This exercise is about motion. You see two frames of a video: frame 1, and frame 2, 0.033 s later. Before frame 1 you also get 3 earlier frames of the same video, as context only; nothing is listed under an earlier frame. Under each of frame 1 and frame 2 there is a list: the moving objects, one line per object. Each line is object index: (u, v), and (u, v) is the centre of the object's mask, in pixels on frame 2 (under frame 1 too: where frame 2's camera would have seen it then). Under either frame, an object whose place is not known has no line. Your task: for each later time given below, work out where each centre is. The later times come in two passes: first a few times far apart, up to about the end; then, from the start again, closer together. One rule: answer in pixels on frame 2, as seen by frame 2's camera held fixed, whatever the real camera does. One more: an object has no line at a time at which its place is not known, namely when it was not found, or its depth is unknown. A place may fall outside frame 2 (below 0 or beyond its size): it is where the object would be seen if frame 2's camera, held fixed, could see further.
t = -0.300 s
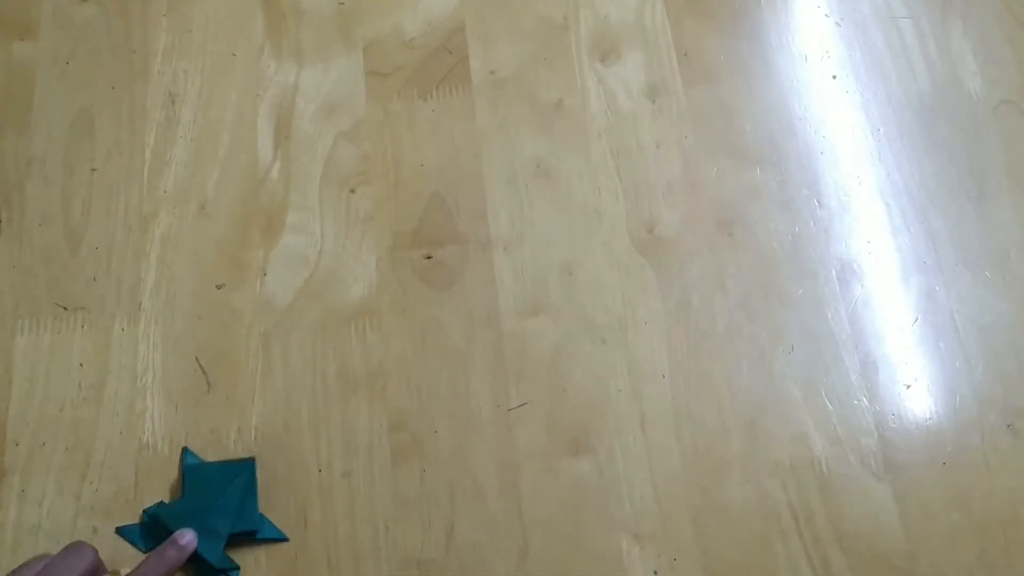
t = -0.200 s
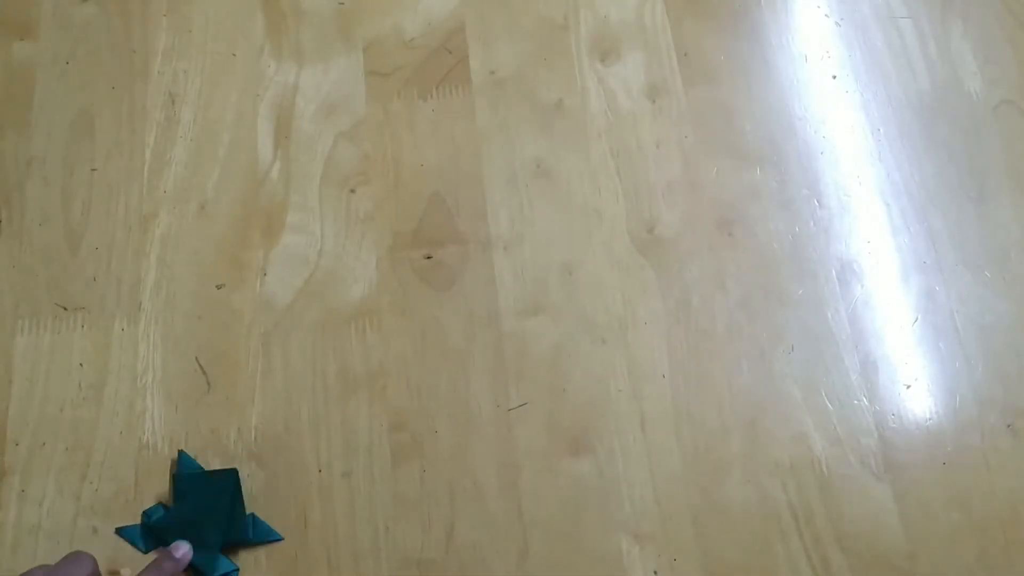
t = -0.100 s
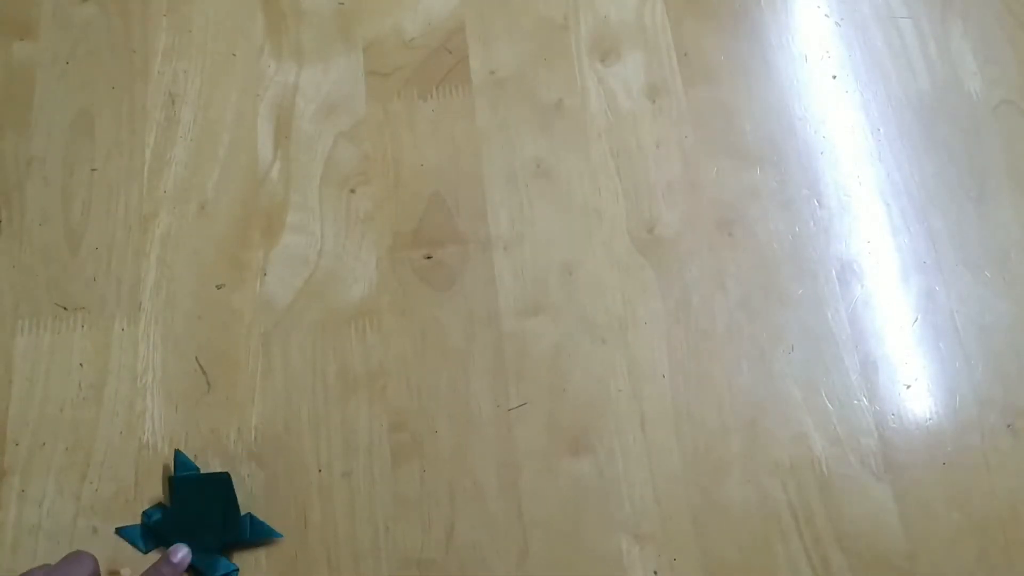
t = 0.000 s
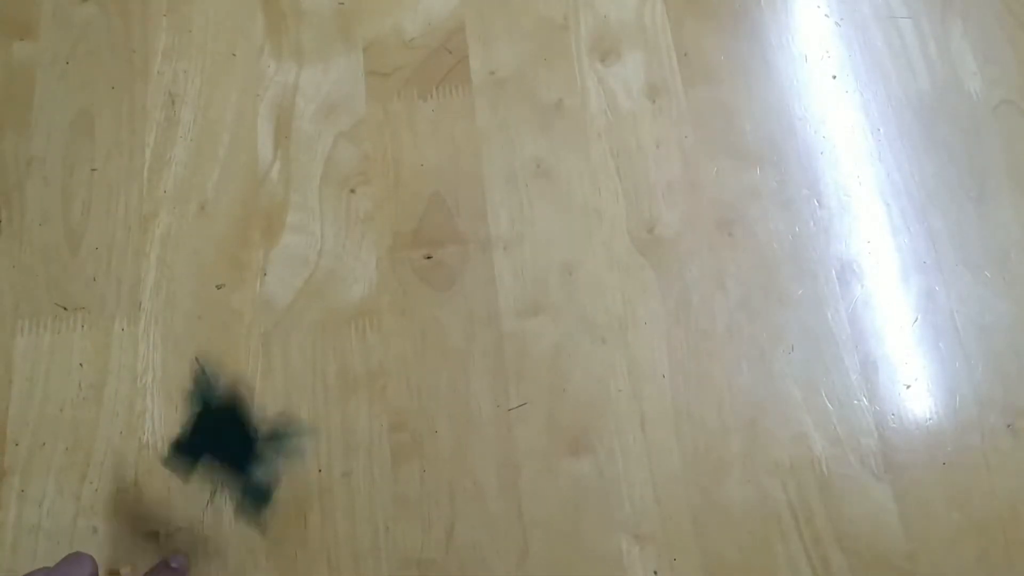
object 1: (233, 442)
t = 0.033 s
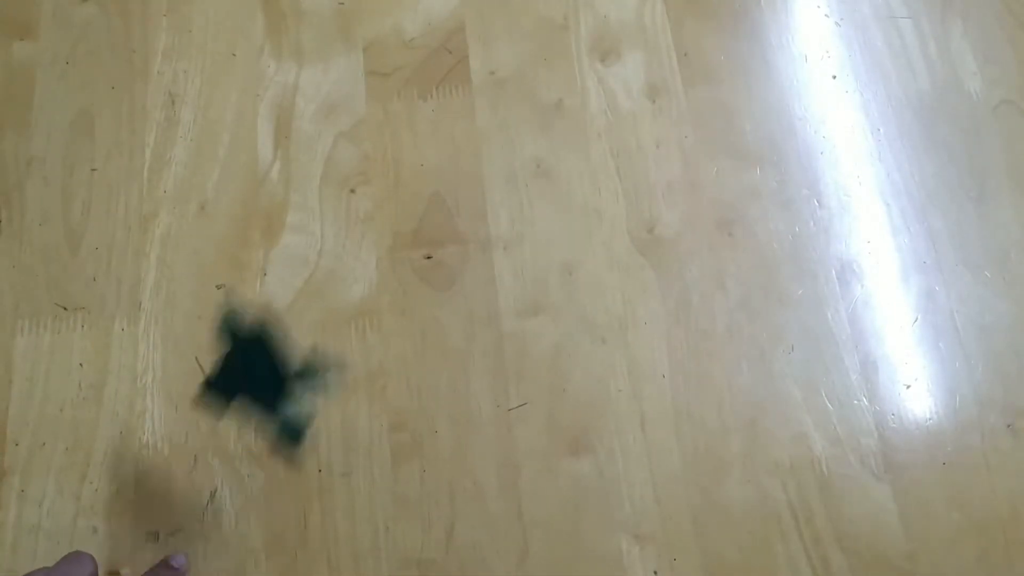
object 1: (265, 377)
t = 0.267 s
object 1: (507, 130)
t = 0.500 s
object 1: (556, 110)
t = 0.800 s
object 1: (556, 110)
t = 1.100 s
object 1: (556, 110)
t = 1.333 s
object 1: (556, 110)
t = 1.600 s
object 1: (556, 111)
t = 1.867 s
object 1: (556, 110)
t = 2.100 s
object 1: (556, 111)
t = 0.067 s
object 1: (300, 318)
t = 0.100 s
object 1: (332, 268)
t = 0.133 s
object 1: (399, 203)
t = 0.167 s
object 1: (430, 193)
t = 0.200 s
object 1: (456, 173)
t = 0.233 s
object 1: (483, 145)
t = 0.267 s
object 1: (507, 130)
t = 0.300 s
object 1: (526, 119)
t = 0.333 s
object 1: (542, 114)
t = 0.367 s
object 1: (554, 114)
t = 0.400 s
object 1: (556, 114)
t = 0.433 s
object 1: (555, 108)
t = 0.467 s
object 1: (556, 110)
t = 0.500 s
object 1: (556, 110)
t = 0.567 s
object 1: (556, 110)
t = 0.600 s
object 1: (556, 110)
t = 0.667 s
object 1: (556, 110)
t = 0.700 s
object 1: (556, 110)
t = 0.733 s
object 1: (556, 110)
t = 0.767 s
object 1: (556, 110)
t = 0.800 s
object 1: (556, 110)
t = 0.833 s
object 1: (556, 110)
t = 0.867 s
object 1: (556, 110)
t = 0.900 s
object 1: (556, 110)
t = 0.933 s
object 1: (556, 110)
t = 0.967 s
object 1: (556, 110)
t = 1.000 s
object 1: (556, 110)
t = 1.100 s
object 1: (556, 110)
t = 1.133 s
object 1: (556, 110)
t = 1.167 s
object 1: (556, 110)
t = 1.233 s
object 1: (556, 110)
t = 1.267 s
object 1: (556, 110)
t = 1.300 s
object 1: (556, 110)
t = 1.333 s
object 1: (556, 110)
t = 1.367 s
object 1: (556, 110)
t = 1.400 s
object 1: (556, 110)
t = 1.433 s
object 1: (556, 110)
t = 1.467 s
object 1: (556, 110)
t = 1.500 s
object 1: (556, 110)
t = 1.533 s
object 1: (556, 110)
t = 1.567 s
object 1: (556, 110)
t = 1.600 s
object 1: (556, 111)
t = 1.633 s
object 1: (556, 111)
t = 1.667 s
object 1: (556, 110)
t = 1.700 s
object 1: (556, 110)
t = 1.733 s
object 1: (556, 110)
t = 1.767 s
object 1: (556, 111)
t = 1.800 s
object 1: (556, 110)
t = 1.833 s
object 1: (556, 111)
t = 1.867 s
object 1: (556, 110)
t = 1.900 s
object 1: (556, 110)
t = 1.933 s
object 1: (556, 110)
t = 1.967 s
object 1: (556, 111)
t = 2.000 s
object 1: (556, 110)
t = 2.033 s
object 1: (556, 111)
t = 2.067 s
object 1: (556, 111)
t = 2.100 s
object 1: (556, 111)
